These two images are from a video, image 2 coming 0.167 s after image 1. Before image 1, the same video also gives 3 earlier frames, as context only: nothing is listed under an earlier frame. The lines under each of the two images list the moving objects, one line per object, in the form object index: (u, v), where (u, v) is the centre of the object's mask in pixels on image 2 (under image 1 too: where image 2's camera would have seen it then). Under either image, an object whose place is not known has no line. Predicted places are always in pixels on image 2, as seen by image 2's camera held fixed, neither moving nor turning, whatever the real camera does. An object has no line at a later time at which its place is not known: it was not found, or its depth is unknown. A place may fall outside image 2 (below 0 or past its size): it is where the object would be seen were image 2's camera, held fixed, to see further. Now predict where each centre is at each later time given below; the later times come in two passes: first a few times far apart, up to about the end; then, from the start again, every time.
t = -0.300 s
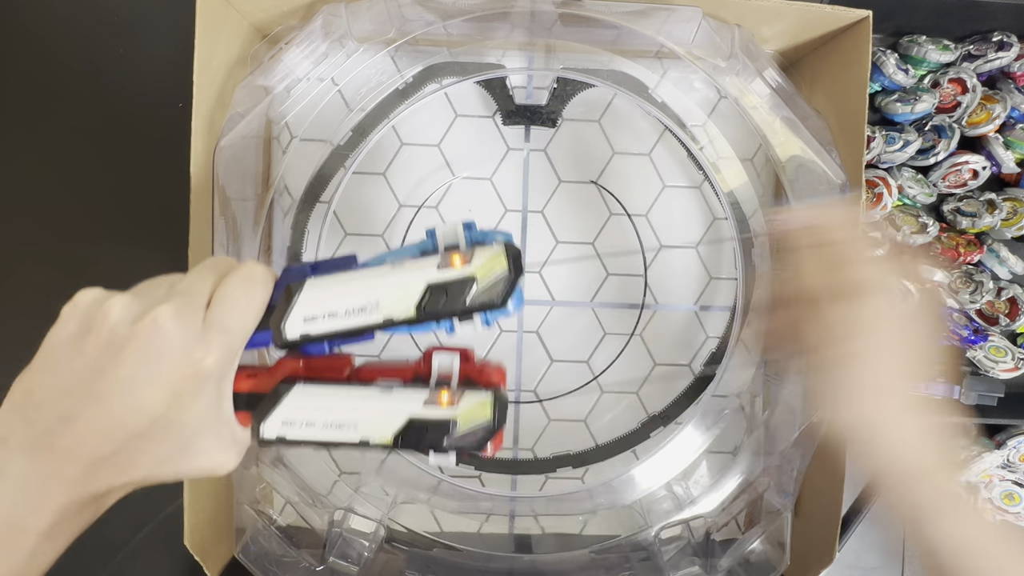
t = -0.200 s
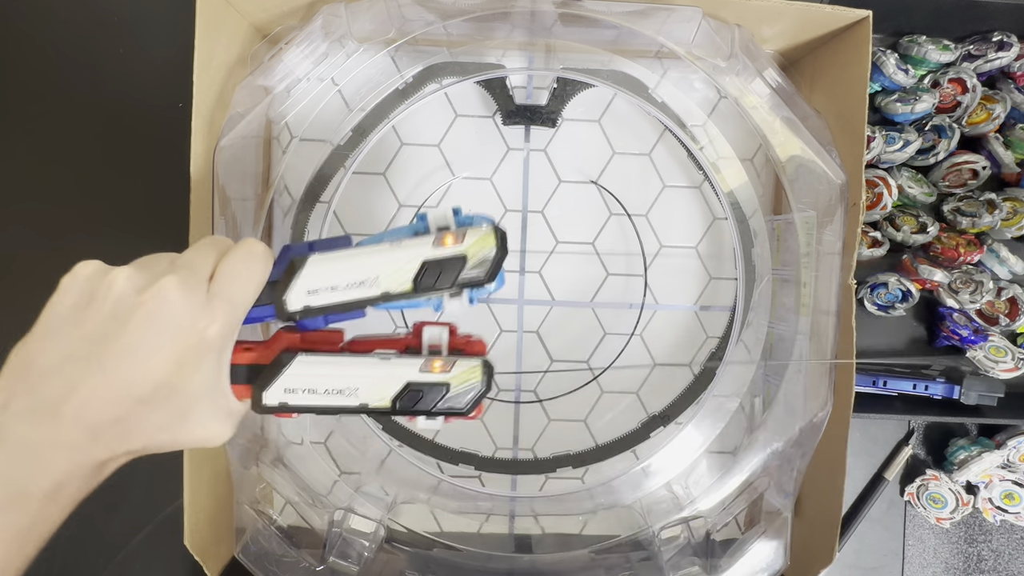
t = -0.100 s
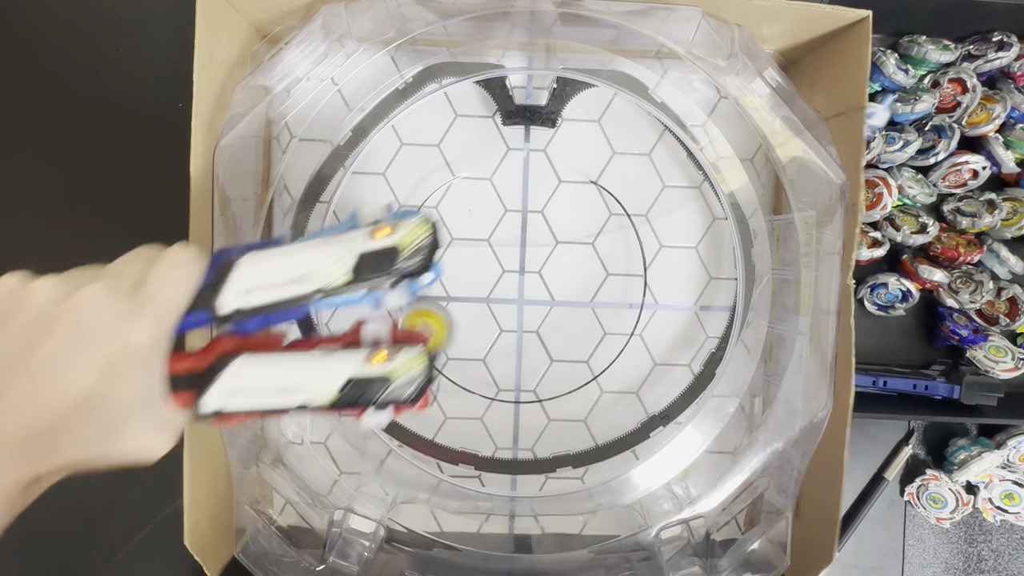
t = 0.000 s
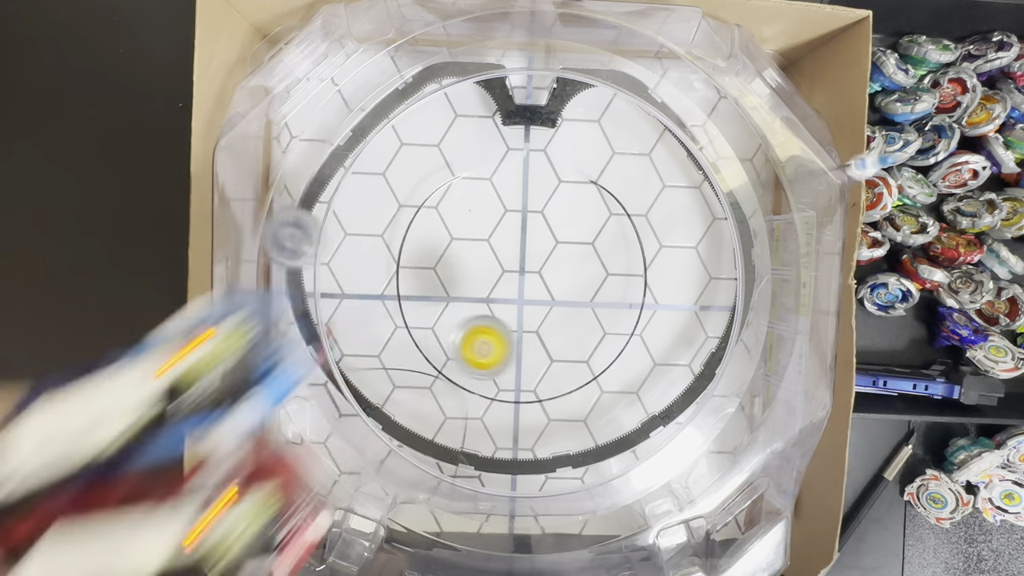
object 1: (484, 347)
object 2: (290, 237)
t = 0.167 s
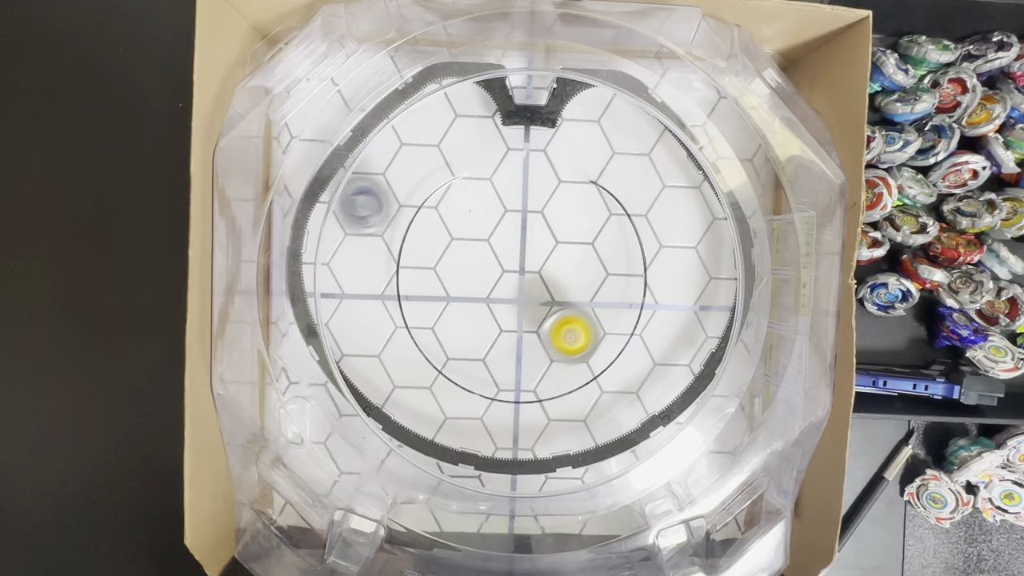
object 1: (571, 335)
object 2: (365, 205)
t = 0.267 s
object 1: (605, 313)
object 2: (448, 207)
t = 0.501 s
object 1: (766, 316)
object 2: (535, 231)
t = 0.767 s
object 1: (581, 315)
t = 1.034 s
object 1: (696, 280)
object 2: (321, 223)
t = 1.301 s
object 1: (717, 302)
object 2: (459, 387)
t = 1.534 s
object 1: (703, 333)
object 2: (538, 368)
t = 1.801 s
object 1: (641, 361)
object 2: (588, 205)
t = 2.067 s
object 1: (556, 332)
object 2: (595, 228)
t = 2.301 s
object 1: (445, 318)
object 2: (592, 329)
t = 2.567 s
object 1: (403, 345)
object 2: (463, 320)
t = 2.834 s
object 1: (364, 340)
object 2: (461, 190)
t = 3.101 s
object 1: (318, 299)
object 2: (638, 177)
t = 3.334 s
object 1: (318, 260)
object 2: (637, 271)
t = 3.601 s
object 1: (337, 207)
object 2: (445, 376)
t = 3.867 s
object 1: (377, 138)
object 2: (448, 238)
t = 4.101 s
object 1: (512, 253)
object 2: (593, 320)
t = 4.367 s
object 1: (626, 305)
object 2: (559, 372)
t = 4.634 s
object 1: (621, 255)
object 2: (457, 327)
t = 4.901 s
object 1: (634, 237)
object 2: (490, 251)
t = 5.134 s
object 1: (696, 257)
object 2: (458, 268)
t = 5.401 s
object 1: (609, 255)
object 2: (470, 323)
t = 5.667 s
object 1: (581, 316)
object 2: (426, 296)
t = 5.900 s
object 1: (545, 366)
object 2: (523, 250)
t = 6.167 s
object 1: (501, 390)
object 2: (613, 351)
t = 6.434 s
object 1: (437, 334)
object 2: (521, 386)
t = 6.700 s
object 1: (326, 207)
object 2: (517, 324)
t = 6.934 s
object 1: (369, 206)
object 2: (589, 238)
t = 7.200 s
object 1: (408, 167)
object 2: (635, 269)
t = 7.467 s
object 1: (456, 94)
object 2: (528, 323)
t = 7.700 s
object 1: (489, 148)
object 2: (433, 230)
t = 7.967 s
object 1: (561, 227)
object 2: (510, 147)
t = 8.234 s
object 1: (621, 286)
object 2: (601, 232)
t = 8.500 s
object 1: (594, 354)
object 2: (489, 360)
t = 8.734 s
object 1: (525, 362)
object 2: (409, 302)
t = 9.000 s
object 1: (467, 343)
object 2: (488, 213)
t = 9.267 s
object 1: (446, 312)
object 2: (606, 333)
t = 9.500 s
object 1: (451, 274)
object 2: (519, 386)
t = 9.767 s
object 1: (476, 229)
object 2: (471, 286)
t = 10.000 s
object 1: (519, 131)
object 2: (576, 276)
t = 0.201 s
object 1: (584, 330)
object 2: (391, 204)
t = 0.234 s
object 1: (595, 323)
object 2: (419, 204)
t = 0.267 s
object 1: (605, 313)
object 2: (448, 207)
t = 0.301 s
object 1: (612, 302)
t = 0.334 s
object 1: (617, 289)
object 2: (514, 218)
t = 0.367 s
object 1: (619, 276)
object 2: (551, 230)
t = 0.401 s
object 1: (633, 272)
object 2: (569, 237)
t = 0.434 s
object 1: (683, 288)
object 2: (560, 235)
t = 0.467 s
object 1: (726, 302)
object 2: (548, 233)
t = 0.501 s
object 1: (766, 316)
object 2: (535, 231)
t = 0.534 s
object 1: (752, 318)
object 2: (524, 233)
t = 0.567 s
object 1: (726, 317)
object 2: (514, 237)
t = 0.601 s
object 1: (696, 317)
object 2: (506, 243)
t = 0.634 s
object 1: (675, 318)
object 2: (499, 250)
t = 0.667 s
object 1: (648, 317)
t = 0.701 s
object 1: (626, 317)
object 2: (493, 269)
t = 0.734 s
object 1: (603, 316)
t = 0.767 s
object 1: (581, 315)
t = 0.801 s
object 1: (563, 312)
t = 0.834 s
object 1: (595, 307)
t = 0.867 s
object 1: (626, 302)
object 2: (405, 337)
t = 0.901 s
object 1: (650, 298)
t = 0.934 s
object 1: (666, 290)
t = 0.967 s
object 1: (678, 283)
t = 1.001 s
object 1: (688, 281)
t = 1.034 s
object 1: (696, 280)
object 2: (321, 223)
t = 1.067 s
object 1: (704, 281)
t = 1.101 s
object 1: (708, 282)
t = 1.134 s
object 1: (710, 285)
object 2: (493, 101)
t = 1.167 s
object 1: (712, 289)
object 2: (485, 152)
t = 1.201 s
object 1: (714, 292)
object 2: (479, 215)
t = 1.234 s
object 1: (715, 296)
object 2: (470, 277)
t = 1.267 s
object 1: (716, 299)
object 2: (463, 333)
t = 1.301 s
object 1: (717, 302)
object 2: (459, 387)
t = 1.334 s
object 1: (716, 306)
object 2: (460, 440)
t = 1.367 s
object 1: (716, 310)
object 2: (465, 464)
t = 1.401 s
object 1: (714, 315)
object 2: (480, 453)
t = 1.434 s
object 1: (713, 319)
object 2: (495, 435)
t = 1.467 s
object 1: (710, 324)
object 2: (511, 411)
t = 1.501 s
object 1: (707, 328)
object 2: (525, 390)
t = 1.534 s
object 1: (703, 333)
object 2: (538, 368)
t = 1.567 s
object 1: (699, 338)
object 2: (549, 342)
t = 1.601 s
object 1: (693, 342)
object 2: (558, 317)
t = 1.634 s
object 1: (686, 347)
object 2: (567, 292)
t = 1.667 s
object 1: (679, 350)
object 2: (572, 268)
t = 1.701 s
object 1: (670, 353)
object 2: (577, 248)
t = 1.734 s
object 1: (661, 356)
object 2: (581, 231)
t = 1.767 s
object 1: (651, 358)
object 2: (585, 217)
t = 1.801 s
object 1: (641, 361)
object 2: (588, 205)
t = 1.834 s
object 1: (630, 362)
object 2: (591, 197)
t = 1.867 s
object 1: (619, 363)
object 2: (593, 192)
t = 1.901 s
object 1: (608, 362)
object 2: (594, 191)
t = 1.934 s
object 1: (597, 359)
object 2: (595, 193)
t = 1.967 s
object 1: (586, 354)
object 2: (595, 197)
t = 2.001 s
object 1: (575, 348)
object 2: (595, 205)
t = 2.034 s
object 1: (566, 341)
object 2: (595, 215)
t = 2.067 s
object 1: (556, 332)
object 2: (595, 228)
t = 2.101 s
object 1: (546, 324)
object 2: (594, 243)
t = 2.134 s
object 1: (538, 317)
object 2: (593, 259)
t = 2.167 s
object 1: (531, 311)
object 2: (588, 280)
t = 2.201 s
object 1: (516, 308)
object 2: (585, 297)
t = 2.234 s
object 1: (489, 310)
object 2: (593, 309)
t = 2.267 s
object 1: (465, 313)
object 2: (595, 320)
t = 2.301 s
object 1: (445, 318)
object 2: (592, 329)
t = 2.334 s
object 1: (428, 323)
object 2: (587, 337)
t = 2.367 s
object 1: (414, 330)
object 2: (575, 344)
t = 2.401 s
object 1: (408, 334)
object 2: (562, 348)
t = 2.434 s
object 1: (408, 336)
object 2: (544, 350)
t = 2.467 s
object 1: (407, 339)
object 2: (525, 348)
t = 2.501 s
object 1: (407, 342)
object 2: (504, 342)
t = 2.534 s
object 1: (405, 344)
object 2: (483, 333)
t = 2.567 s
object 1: (403, 345)
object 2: (463, 320)
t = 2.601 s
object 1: (400, 347)
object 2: (446, 305)
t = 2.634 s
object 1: (397, 348)
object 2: (433, 289)
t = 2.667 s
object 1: (392, 349)
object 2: (420, 269)
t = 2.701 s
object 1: (387, 348)
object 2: (412, 247)
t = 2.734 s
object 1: (382, 347)
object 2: (408, 226)
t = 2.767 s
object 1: (376, 345)
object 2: (422, 211)
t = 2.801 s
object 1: (370, 342)
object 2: (441, 200)
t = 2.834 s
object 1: (364, 340)
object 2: (461, 190)
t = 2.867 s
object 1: (359, 336)
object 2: (483, 180)
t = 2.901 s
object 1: (355, 332)
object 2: (507, 173)
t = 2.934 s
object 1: (349, 328)
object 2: (531, 166)
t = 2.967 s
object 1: (340, 322)
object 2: (557, 161)
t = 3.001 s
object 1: (334, 318)
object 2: (583, 160)
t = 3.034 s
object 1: (328, 312)
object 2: (605, 164)
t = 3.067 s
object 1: (323, 306)
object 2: (623, 170)
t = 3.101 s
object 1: (318, 299)
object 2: (638, 177)
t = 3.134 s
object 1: (314, 293)
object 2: (650, 187)
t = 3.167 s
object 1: (312, 289)
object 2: (657, 198)
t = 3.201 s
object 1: (314, 283)
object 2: (661, 212)
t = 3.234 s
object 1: (315, 277)
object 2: (660, 224)
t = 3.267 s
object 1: (316, 271)
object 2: (656, 239)
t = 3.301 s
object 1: (317, 265)
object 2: (648, 255)
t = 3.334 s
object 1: (318, 260)
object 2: (637, 271)
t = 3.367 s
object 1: (319, 253)
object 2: (623, 290)
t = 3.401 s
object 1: (320, 246)
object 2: (605, 309)
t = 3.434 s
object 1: (321, 239)
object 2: (585, 328)
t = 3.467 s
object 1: (323, 232)
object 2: (558, 346)
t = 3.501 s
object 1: (325, 226)
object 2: (531, 360)
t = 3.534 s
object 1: (328, 219)
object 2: (501, 369)
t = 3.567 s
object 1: (332, 213)
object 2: (471, 373)
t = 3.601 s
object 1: (337, 207)
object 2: (445, 376)
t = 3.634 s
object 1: (341, 202)
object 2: (427, 364)
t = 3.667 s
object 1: (346, 197)
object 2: (414, 343)
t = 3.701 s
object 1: (352, 193)
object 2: (406, 320)
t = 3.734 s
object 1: (358, 188)
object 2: (400, 296)
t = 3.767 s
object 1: (365, 183)
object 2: (400, 271)
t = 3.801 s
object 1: (376, 180)
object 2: (406, 246)
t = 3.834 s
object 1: (375, 159)
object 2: (423, 232)
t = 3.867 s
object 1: (377, 138)
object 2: (448, 238)
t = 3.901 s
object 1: (398, 159)
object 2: (474, 244)
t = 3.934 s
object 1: (418, 177)
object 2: (499, 253)
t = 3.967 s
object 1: (437, 194)
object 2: (521, 264)
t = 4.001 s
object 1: (456, 207)
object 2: (543, 277)
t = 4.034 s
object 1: (475, 222)
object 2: (563, 290)
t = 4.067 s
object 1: (495, 238)
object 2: (579, 304)
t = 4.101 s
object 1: (512, 253)
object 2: (593, 320)
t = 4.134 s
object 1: (530, 266)
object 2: (604, 334)
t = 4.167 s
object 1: (550, 279)
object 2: (611, 349)
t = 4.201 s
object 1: (566, 288)
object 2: (614, 363)
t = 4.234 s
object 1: (580, 298)
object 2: (612, 372)
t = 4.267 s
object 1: (596, 302)
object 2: (601, 373)
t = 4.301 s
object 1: (608, 305)
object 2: (588, 374)
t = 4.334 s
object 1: (618, 306)
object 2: (574, 373)
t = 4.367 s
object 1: (626, 305)
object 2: (559, 372)
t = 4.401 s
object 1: (634, 302)
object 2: (544, 369)
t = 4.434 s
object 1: (640, 297)
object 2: (528, 366)
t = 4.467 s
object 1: (645, 290)
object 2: (512, 361)
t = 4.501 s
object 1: (648, 284)
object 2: (497, 356)
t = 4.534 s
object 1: (643, 276)
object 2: (484, 352)
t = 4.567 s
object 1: (636, 269)
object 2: (472, 346)
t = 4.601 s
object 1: (628, 261)
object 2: (463, 338)
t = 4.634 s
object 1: (621, 255)
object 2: (457, 327)
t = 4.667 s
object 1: (614, 250)
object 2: (457, 313)
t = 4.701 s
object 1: (606, 245)
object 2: (460, 298)
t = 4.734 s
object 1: (600, 243)
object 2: (468, 284)
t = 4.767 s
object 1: (593, 241)
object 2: (480, 271)
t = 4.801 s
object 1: (587, 241)
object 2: (496, 259)
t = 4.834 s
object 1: (582, 242)
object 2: (513, 249)
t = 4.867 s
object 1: (604, 239)
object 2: (508, 248)
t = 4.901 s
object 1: (634, 237)
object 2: (490, 251)
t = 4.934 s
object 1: (656, 236)
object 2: (475, 254)
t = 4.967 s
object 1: (675, 238)
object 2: (463, 258)
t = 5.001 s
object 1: (693, 243)
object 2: (455, 261)
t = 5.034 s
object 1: (710, 250)
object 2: (451, 264)
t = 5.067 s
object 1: (725, 254)
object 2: (450, 266)
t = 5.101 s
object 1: (719, 258)
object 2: (452, 268)
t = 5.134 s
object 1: (696, 257)
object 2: (458, 268)
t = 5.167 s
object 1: (670, 257)
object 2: (467, 267)
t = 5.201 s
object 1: (644, 259)
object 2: (481, 266)
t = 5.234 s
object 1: (619, 261)
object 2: (498, 265)
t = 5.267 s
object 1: (593, 264)
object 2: (517, 268)
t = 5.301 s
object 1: (589, 262)
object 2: (517, 281)
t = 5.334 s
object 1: (598, 258)
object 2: (500, 297)
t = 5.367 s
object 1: (606, 253)
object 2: (485, 311)
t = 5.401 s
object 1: (609, 255)
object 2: (470, 323)
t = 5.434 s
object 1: (611, 257)
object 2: (453, 333)
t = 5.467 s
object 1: (610, 263)
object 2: (438, 339)
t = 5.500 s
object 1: (607, 270)
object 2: (424, 342)
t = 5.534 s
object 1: (603, 278)
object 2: (416, 338)
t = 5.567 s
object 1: (598, 288)
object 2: (418, 329)
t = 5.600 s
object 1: (593, 297)
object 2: (420, 319)
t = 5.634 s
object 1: (587, 307)
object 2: (423, 308)
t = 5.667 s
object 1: (581, 316)
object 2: (426, 296)
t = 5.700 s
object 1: (576, 326)
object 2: (432, 282)
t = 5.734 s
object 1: (569, 334)
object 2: (439, 271)
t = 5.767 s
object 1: (565, 341)
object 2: (451, 260)
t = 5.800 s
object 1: (560, 349)
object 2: (466, 252)
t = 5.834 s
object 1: (555, 355)
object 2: (485, 248)
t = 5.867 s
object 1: (550, 361)
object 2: (504, 248)
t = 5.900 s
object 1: (545, 366)
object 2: (523, 250)
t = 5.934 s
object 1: (540, 371)
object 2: (543, 257)
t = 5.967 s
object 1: (534, 376)
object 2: (560, 265)
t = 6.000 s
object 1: (529, 380)
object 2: (577, 277)
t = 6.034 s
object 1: (523, 384)
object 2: (590, 290)
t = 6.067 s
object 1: (518, 387)
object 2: (600, 304)
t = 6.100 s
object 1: (512, 390)
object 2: (608, 318)
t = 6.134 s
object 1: (506, 393)
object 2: (612, 334)
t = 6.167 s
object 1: (501, 390)
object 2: (613, 351)
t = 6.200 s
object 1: (496, 386)
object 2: (611, 367)
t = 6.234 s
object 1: (491, 381)
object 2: (599, 373)
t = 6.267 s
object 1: (486, 376)
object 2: (583, 376)
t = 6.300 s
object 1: (481, 371)
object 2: (567, 378)
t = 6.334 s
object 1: (477, 366)
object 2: (549, 378)
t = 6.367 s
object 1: (471, 360)
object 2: (533, 379)
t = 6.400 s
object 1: (465, 352)
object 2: (518, 380)
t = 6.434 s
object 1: (437, 334)
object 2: (521, 386)
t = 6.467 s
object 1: (411, 313)
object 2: (522, 389)
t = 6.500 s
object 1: (396, 294)
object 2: (522, 388)
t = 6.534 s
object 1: (383, 274)
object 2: (520, 384)
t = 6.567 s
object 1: (368, 257)
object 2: (517, 377)
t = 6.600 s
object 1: (356, 240)
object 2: (514, 367)
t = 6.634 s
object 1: (342, 226)
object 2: (513, 355)
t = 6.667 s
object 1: (329, 211)
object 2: (514, 340)
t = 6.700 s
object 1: (326, 207)
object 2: (517, 324)
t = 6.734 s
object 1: (326, 205)
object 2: (524, 308)
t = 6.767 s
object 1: (332, 204)
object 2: (533, 293)
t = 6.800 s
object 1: (339, 205)
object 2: (542, 279)
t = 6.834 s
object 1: (348, 207)
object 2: (553, 264)
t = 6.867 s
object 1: (359, 209)
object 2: (565, 254)
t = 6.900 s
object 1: (363, 208)
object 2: (577, 245)
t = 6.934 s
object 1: (369, 206)
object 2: (589, 238)
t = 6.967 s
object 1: (374, 204)
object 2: (601, 234)
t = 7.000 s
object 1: (380, 202)
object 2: (611, 232)
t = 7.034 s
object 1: (385, 199)
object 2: (620, 233)
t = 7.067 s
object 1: (391, 195)
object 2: (628, 236)
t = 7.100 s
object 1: (395, 190)
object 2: (635, 241)
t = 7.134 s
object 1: (400, 184)
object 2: (640, 248)
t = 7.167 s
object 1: (404, 176)
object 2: (637, 258)
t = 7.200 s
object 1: (408, 167)
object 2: (635, 269)
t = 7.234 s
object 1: (413, 158)
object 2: (632, 280)
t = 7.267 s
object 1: (418, 147)
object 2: (628, 292)
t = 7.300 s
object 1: (424, 137)
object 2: (620, 304)
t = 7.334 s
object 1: (430, 127)
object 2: (608, 314)
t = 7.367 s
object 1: (433, 112)
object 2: (590, 322)
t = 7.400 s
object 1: (439, 97)
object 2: (570, 326)
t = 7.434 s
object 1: (445, 90)
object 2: (548, 326)
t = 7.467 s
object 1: (456, 94)
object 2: (528, 323)
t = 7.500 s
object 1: (466, 98)
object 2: (507, 316)
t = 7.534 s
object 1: (477, 105)
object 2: (488, 306)
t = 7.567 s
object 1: (482, 108)
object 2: (471, 294)
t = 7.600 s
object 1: (482, 118)
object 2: (457, 280)
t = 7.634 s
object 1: (483, 128)
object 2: (445, 264)
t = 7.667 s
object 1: (485, 138)
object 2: (438, 248)
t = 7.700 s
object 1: (489, 148)
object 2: (433, 230)
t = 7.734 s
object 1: (494, 157)
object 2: (432, 213)
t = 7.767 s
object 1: (501, 167)
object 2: (435, 196)
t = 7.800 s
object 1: (509, 177)
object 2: (443, 184)
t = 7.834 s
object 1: (520, 186)
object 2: (456, 175)
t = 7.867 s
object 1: (529, 195)
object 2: (470, 167)
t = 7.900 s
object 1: (541, 207)
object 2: (484, 161)
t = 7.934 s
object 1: (551, 216)
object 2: (497, 154)
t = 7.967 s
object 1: (561, 227)
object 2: (510, 147)
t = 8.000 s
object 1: (571, 236)
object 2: (526, 143)
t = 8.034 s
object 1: (580, 246)
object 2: (543, 144)
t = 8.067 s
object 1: (588, 254)
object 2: (560, 148)
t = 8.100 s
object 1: (595, 262)
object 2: (574, 158)
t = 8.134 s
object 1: (602, 268)
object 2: (586, 171)
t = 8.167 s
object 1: (609, 275)
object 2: (593, 187)
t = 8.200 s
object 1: (615, 281)
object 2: (598, 208)
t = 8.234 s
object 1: (621, 286)
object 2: (601, 232)
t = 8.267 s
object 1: (628, 300)
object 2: (596, 251)
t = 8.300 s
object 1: (634, 314)
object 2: (590, 269)
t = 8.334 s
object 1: (633, 325)
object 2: (579, 288)
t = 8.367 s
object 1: (628, 334)
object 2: (566, 306)
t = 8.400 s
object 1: (623, 341)
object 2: (549, 325)
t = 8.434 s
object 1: (614, 346)
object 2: (530, 341)
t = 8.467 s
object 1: (604, 350)
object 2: (509, 353)
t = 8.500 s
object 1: (594, 354)
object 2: (489, 360)
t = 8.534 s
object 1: (585, 357)
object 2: (468, 365)
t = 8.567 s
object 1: (574, 359)
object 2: (449, 365)
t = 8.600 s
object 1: (565, 362)
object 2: (429, 362)
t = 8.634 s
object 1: (554, 363)
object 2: (421, 349)
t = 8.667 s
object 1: (543, 363)
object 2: (416, 334)
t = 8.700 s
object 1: (534, 363)
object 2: (412, 317)
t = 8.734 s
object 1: (525, 362)
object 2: (409, 302)
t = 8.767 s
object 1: (514, 362)
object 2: (408, 286)
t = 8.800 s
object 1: (505, 360)
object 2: (408, 270)
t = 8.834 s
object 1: (497, 357)
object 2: (409, 253)
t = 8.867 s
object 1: (490, 355)
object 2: (417, 238)
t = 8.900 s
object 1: (484, 353)
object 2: (429, 225)
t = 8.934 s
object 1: (477, 350)
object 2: (445, 217)
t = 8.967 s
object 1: (471, 346)
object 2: (465, 211)
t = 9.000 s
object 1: (467, 343)
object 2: (488, 213)
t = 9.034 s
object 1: (463, 340)
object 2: (512, 218)
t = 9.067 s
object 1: (459, 336)
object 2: (533, 228)
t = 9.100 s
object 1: (455, 333)
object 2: (553, 239)
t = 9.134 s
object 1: (453, 329)
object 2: (571, 256)
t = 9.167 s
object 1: (451, 325)
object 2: (585, 273)
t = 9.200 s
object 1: (449, 321)
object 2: (596, 293)
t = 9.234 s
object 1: (447, 316)
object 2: (603, 312)
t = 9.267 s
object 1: (446, 312)
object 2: (606, 333)
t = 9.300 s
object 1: (446, 307)
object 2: (606, 353)
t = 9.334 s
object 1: (445, 302)
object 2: (602, 372)
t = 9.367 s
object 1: (446, 297)
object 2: (588, 382)
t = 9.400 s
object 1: (446, 291)
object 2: (571, 385)
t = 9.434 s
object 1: (447, 286)
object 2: (553, 386)
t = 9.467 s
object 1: (449, 280)
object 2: (535, 387)
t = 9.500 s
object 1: (451, 274)
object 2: (519, 386)
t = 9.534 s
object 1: (453, 268)
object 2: (504, 385)
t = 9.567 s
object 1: (455, 262)
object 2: (489, 382)
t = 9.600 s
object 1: (458, 256)
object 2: (477, 374)
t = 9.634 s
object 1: (462, 251)
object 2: (467, 361)
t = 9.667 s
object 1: (465, 245)
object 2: (461, 345)
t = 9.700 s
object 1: (468, 239)
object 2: (459, 326)
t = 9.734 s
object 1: (472, 234)
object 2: (463, 305)
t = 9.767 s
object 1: (476, 229)
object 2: (471, 286)
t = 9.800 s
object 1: (482, 206)
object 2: (482, 282)
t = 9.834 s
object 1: (488, 186)
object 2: (493, 278)
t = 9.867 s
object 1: (495, 168)
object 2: (508, 273)
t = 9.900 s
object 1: (501, 151)
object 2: (525, 270)
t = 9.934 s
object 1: (508, 138)
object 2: (543, 269)
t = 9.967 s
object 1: (514, 132)
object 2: (561, 271)
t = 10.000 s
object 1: (519, 131)
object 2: (576, 276)
